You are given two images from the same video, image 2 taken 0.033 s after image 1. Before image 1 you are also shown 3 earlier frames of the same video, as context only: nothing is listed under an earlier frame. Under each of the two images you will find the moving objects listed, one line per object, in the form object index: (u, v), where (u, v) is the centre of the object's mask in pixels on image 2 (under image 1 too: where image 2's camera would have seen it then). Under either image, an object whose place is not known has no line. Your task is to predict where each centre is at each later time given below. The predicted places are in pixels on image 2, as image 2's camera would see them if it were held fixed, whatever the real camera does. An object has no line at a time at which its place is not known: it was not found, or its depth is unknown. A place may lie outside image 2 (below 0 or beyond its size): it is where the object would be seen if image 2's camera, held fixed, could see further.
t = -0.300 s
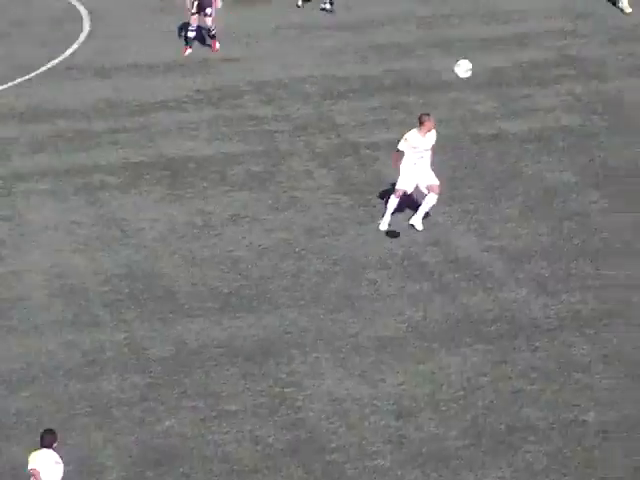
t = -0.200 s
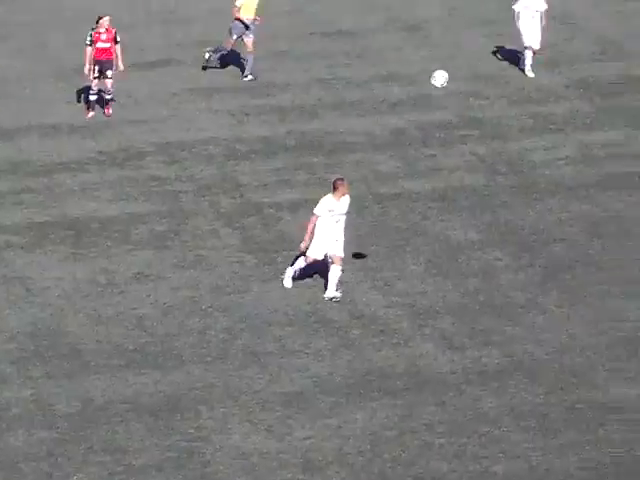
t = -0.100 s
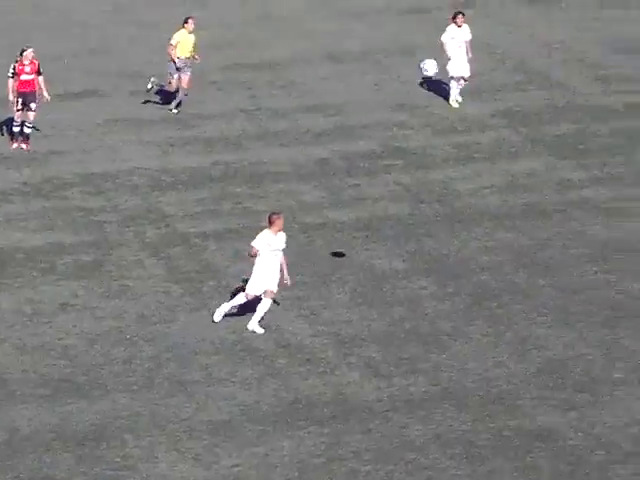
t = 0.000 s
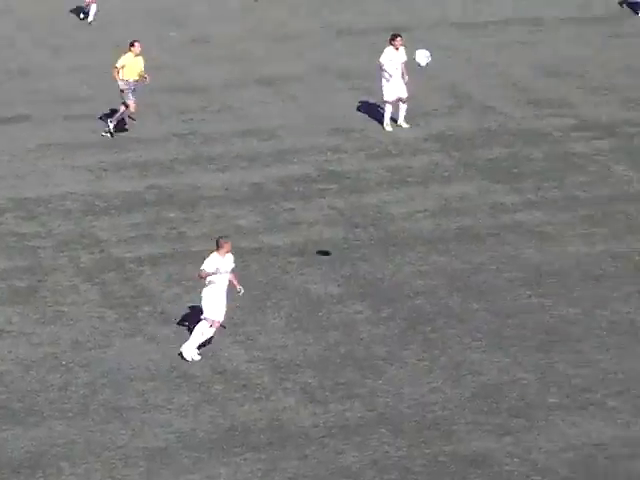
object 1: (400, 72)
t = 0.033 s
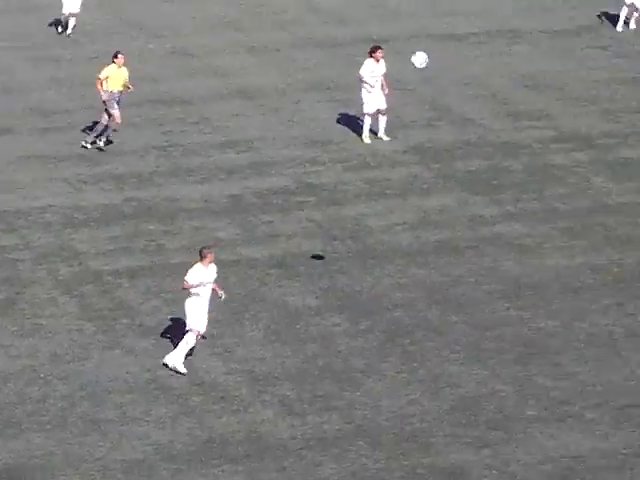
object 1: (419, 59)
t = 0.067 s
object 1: (436, 49)
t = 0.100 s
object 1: (456, 36)
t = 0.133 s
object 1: (475, 26)
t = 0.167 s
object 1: (494, 19)
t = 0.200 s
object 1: (511, 17)
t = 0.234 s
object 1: (529, 11)
